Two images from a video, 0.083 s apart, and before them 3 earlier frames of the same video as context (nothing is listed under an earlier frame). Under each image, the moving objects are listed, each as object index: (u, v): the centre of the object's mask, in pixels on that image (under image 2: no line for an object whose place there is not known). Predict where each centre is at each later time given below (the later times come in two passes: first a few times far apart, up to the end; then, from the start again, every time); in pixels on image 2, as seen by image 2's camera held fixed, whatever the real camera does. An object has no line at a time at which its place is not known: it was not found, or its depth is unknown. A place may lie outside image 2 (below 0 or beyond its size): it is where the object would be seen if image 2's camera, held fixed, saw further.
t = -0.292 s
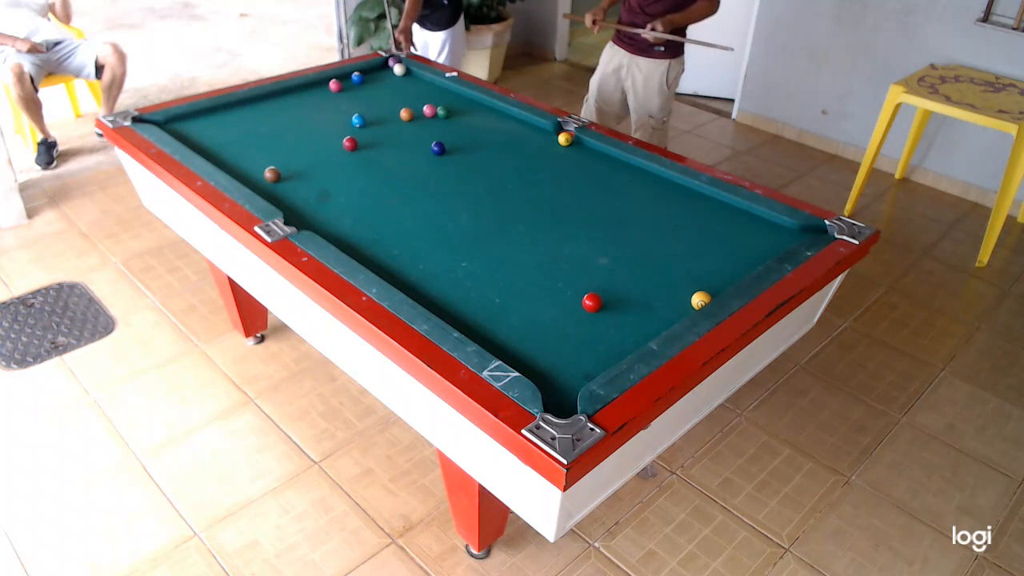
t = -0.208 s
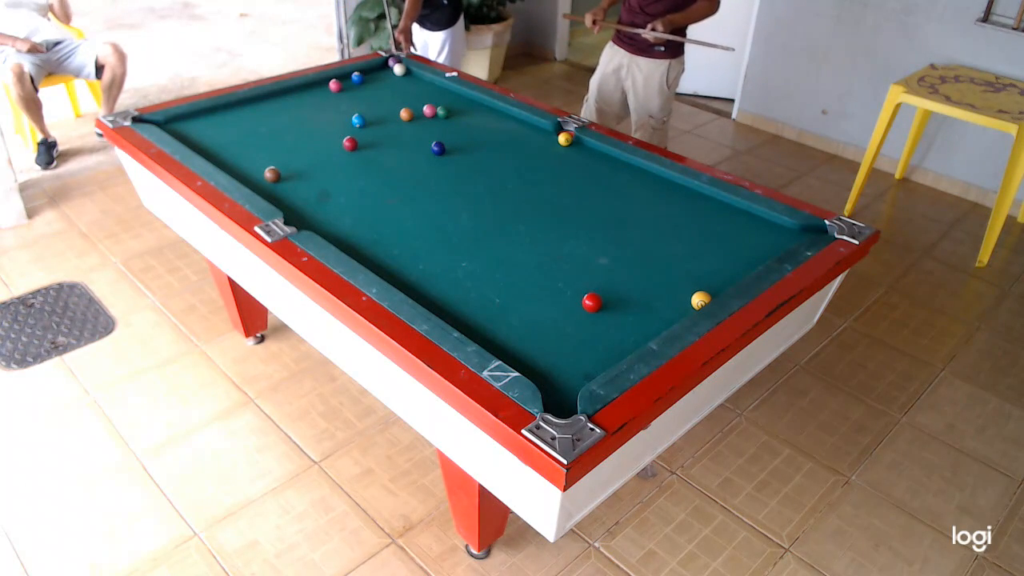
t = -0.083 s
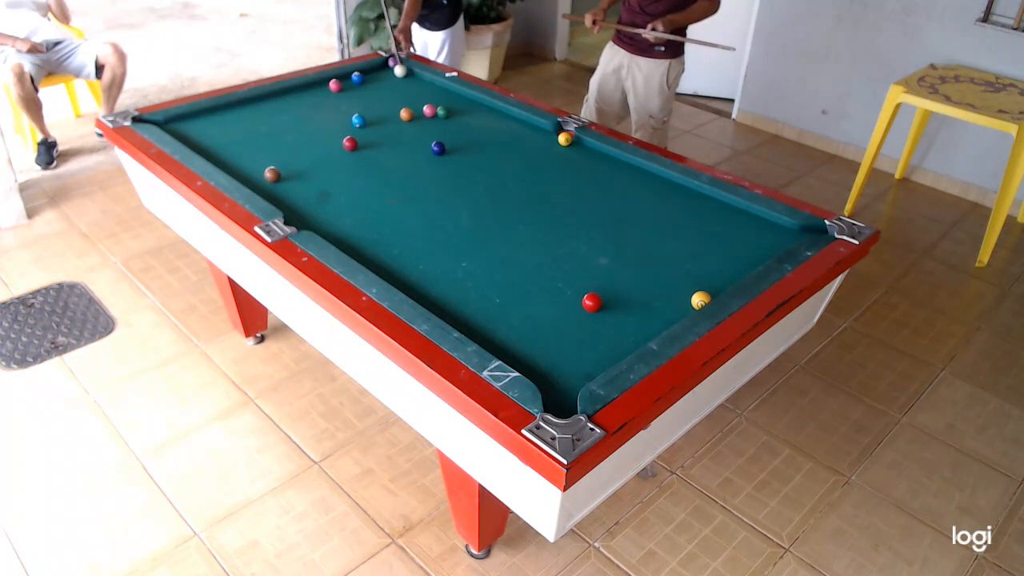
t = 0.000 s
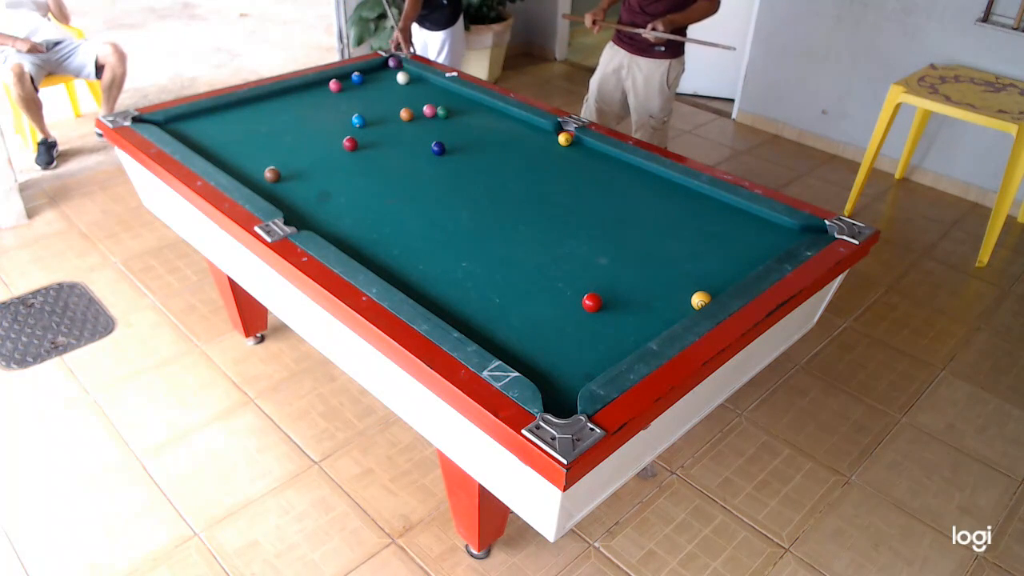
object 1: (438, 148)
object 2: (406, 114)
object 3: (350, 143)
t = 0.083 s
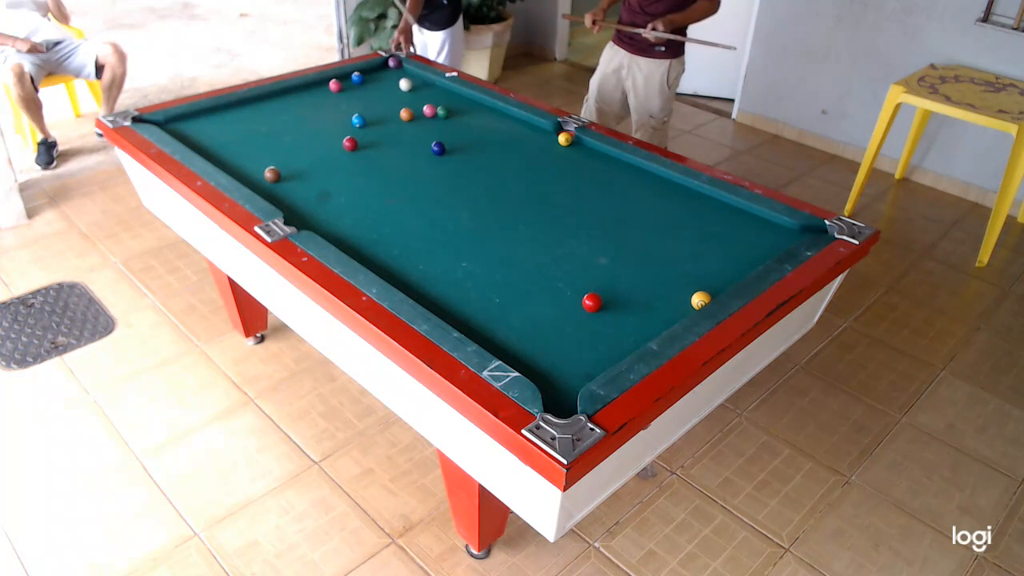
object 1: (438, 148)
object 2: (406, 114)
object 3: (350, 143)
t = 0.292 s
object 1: (438, 148)
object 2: (406, 114)
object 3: (350, 143)
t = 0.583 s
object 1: (438, 148)
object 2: (387, 123)
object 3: (350, 143)
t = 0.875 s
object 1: (438, 148)
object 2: (361, 134)
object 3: (350, 143)
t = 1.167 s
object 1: (443, 159)
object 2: (344, 137)
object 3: (344, 149)
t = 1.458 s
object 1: (448, 171)
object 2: (332, 140)
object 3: (337, 155)
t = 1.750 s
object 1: (453, 184)
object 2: (324, 141)
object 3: (331, 161)
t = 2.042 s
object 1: (457, 194)
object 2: (318, 141)
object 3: (327, 165)
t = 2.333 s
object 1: (462, 204)
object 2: (316, 141)
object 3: (324, 167)
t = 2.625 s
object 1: (466, 213)
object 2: (316, 141)
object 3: (323, 168)
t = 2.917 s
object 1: (470, 220)
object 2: (316, 141)
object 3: (323, 168)
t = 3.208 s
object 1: (474, 225)
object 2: (316, 141)
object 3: (324, 168)
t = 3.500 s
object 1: (476, 229)
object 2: (316, 141)
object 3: (324, 167)
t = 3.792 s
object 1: (477, 230)
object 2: (316, 141)
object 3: (323, 167)
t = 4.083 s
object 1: (476, 230)
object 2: (316, 141)
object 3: (324, 167)
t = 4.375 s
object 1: (476, 230)
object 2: (316, 141)
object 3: (324, 167)
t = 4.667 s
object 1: (476, 230)
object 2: (316, 141)
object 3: (324, 167)
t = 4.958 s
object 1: (476, 230)
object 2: (316, 141)
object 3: (324, 168)
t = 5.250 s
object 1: (476, 230)
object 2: (316, 141)
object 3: (324, 168)
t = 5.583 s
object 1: (476, 230)
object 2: (316, 141)
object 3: (324, 168)
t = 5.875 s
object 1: (476, 230)
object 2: (316, 141)
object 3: (324, 167)
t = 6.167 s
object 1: (476, 230)
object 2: (316, 141)
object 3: (324, 167)
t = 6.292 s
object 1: (476, 230)
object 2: (316, 141)
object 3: (324, 167)
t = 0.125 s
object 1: (438, 148)
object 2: (406, 114)
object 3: (350, 143)
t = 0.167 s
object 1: (438, 148)
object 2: (406, 114)
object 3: (350, 143)
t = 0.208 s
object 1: (438, 148)
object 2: (406, 114)
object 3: (350, 143)
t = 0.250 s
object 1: (438, 148)
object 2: (406, 114)
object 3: (350, 143)
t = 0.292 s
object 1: (438, 148)
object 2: (406, 114)
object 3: (350, 143)
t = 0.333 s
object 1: (438, 148)
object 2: (406, 115)
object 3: (350, 143)
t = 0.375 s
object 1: (438, 148)
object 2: (406, 114)
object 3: (350, 143)
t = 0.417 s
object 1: (438, 148)
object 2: (402, 116)
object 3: (350, 143)
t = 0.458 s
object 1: (438, 148)
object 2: (398, 118)
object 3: (350, 143)
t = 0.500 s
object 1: (438, 148)
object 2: (395, 119)
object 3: (350, 143)
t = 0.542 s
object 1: (438, 148)
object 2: (391, 121)
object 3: (350, 143)
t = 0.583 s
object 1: (438, 148)
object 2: (387, 123)
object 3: (350, 143)
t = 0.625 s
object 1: (438, 148)
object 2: (384, 124)
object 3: (350, 143)
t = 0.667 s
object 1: (438, 148)
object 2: (380, 126)
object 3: (350, 143)
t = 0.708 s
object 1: (438, 148)
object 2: (376, 128)
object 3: (350, 143)
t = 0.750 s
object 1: (438, 148)
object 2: (373, 129)
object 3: (350, 143)
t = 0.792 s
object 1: (438, 148)
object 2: (369, 131)
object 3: (350, 143)
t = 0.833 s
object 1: (438, 148)
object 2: (365, 133)
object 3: (350, 143)
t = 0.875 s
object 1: (438, 148)
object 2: (361, 134)
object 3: (350, 143)
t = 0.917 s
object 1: (438, 148)
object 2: (359, 135)
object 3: (350, 144)
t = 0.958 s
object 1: (439, 149)
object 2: (355, 135)
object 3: (351, 143)
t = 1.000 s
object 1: (440, 151)
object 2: (352, 135)
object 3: (349, 145)
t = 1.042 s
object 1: (441, 153)
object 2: (351, 136)
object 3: (348, 146)
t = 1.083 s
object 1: (441, 155)
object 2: (348, 136)
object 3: (347, 147)
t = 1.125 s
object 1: (442, 157)
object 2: (346, 137)
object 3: (345, 148)
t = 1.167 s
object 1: (443, 159)
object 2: (344, 137)
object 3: (344, 149)
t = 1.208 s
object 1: (443, 161)
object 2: (342, 138)
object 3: (343, 150)
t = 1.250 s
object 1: (444, 162)
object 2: (340, 139)
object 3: (342, 151)
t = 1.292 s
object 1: (445, 164)
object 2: (338, 139)
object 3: (341, 152)
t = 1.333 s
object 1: (446, 166)
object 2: (337, 139)
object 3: (340, 153)
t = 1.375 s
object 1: (447, 168)
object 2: (336, 139)
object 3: (339, 154)
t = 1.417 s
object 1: (447, 169)
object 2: (334, 140)
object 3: (338, 155)
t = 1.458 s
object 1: (448, 171)
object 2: (332, 140)
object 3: (337, 155)
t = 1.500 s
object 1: (449, 173)
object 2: (331, 140)
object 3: (336, 156)
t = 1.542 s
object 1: (450, 175)
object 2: (330, 140)
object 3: (335, 157)
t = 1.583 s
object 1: (450, 177)
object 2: (328, 140)
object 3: (335, 158)
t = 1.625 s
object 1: (451, 178)
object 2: (327, 140)
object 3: (334, 159)
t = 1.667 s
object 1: (451, 180)
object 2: (326, 140)
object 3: (333, 160)
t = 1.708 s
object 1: (452, 182)
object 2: (325, 140)
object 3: (332, 160)
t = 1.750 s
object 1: (453, 184)
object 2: (324, 141)
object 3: (331, 161)
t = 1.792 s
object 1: (454, 185)
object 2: (323, 141)
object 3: (331, 162)
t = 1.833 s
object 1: (454, 187)
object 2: (322, 141)
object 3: (330, 162)
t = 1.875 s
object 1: (455, 188)
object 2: (321, 141)
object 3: (330, 163)
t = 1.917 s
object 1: (456, 190)
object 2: (320, 141)
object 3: (329, 163)
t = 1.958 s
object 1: (456, 191)
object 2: (320, 141)
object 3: (328, 164)
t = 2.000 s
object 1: (457, 193)
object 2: (319, 141)
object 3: (328, 164)
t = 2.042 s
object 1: (457, 194)
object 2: (318, 141)
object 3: (327, 165)
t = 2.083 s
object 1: (458, 196)
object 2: (318, 141)
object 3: (326, 165)
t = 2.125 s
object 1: (459, 197)
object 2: (317, 141)
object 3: (326, 166)
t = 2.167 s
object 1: (459, 199)
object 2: (317, 141)
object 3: (326, 166)
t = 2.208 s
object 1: (460, 200)
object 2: (316, 141)
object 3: (325, 166)
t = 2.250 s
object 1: (461, 201)
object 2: (316, 141)
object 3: (325, 166)
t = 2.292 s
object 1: (461, 203)
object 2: (316, 141)
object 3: (324, 167)
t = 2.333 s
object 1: (462, 204)
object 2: (316, 141)
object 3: (324, 167)
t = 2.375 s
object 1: (463, 206)
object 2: (316, 141)
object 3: (324, 167)
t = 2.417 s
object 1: (463, 207)
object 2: (316, 141)
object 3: (324, 168)
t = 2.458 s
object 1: (464, 208)
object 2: (316, 141)
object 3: (323, 168)
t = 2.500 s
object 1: (464, 210)
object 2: (316, 141)
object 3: (323, 168)
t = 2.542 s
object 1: (465, 211)
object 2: (316, 141)
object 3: (323, 168)
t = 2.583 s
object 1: (466, 212)
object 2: (316, 141)
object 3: (323, 168)
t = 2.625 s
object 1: (466, 213)
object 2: (316, 141)
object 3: (323, 168)
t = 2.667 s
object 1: (467, 214)
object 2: (316, 141)
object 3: (323, 168)
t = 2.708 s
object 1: (468, 215)
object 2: (316, 141)
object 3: (323, 167)
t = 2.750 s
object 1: (468, 216)
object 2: (316, 141)
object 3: (323, 167)
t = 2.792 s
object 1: (469, 217)
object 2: (316, 141)
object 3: (323, 167)
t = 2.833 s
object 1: (469, 218)
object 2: (316, 141)
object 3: (323, 167)
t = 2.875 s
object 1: (470, 219)
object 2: (316, 141)
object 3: (323, 168)
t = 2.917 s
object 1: (470, 220)
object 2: (316, 141)
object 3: (323, 168)
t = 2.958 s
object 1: (471, 221)
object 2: (316, 141)
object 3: (323, 167)
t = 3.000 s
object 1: (471, 222)
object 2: (316, 141)
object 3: (323, 167)
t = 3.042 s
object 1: (472, 223)
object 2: (316, 141)
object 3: (323, 167)
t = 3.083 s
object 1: (472, 223)
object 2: (316, 141)
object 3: (323, 167)
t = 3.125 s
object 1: (473, 224)
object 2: (316, 141)
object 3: (324, 167)
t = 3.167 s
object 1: (473, 225)
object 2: (316, 141)
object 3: (324, 168)
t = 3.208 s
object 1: (474, 225)
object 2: (316, 141)
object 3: (324, 168)
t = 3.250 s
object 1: (474, 226)
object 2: (316, 141)
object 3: (324, 167)
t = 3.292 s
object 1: (474, 226)
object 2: (316, 141)
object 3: (324, 167)
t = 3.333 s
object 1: (475, 227)
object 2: (316, 141)
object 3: (324, 167)
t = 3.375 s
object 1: (475, 227)
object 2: (316, 141)
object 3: (324, 167)
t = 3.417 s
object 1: (476, 228)
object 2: (316, 141)
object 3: (324, 167)
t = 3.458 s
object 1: (476, 228)
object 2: (316, 141)
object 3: (324, 167)
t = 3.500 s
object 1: (476, 229)
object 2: (316, 141)
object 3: (324, 167)
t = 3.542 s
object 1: (476, 229)
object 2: (316, 141)
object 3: (324, 167)
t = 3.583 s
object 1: (476, 229)
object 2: (316, 141)
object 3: (324, 167)
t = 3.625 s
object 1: (476, 229)
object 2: (316, 141)
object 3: (324, 167)
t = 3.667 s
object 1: (477, 229)
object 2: (316, 141)
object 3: (324, 167)
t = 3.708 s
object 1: (477, 230)
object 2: (316, 141)
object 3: (323, 167)
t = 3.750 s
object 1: (477, 230)
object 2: (316, 141)
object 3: (323, 167)
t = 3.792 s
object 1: (477, 230)
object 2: (316, 141)
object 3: (323, 167)
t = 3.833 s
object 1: (476, 230)
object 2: (316, 141)
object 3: (323, 167)
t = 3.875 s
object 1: (476, 230)
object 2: (316, 141)
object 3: (324, 168)
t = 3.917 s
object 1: (476, 230)
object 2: (316, 141)
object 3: (324, 168)
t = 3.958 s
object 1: (476, 230)
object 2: (316, 141)
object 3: (324, 168)
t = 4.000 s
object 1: (476, 230)
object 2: (316, 141)
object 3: (324, 167)
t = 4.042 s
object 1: (476, 230)
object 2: (316, 141)
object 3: (324, 167)
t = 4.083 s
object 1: (476, 230)
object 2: (316, 141)
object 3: (324, 167)
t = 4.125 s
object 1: (476, 230)
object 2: (316, 141)
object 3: (323, 168)
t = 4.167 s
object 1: (476, 230)
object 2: (316, 141)
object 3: (324, 167)
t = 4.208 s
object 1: (476, 230)
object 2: (316, 141)
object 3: (324, 167)
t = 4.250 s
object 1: (476, 230)
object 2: (316, 141)
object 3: (324, 167)
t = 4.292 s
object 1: (476, 230)
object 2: (316, 141)
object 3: (324, 167)
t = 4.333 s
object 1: (476, 230)
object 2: (316, 141)
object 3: (324, 167)
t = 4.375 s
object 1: (476, 230)
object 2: (316, 141)
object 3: (324, 167)
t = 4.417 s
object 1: (476, 230)
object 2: (316, 141)
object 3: (324, 167)
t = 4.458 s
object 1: (476, 230)
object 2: (316, 141)
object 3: (324, 167)
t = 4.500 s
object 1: (476, 230)
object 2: (316, 141)
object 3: (324, 167)
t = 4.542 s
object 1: (476, 230)
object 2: (316, 141)
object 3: (324, 167)
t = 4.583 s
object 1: (476, 230)
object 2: (316, 141)
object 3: (324, 167)
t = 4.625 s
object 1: (476, 230)
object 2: (316, 141)
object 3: (324, 167)
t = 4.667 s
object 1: (476, 230)
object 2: (316, 141)
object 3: (324, 167)
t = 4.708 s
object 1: (476, 230)
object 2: (316, 141)
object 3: (324, 167)
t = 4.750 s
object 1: (476, 230)
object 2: (316, 141)
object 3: (324, 167)
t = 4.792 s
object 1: (476, 230)
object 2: (316, 141)
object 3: (324, 167)
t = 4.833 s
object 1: (476, 230)
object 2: (316, 141)
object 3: (324, 168)
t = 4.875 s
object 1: (476, 230)
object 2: (316, 141)
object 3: (324, 168)
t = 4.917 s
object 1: (476, 230)
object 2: (316, 141)
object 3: (324, 168)
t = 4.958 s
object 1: (476, 230)
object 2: (316, 141)
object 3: (324, 168)
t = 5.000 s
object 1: (476, 230)
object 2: (316, 141)
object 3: (324, 168)
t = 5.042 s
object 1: (476, 230)
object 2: (316, 141)
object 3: (324, 168)
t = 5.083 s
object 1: (476, 230)
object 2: (316, 141)
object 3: (324, 168)
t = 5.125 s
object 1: (476, 230)
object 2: (316, 141)
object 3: (324, 168)
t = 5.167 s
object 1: (476, 230)
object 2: (316, 141)
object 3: (324, 168)
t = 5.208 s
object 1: (476, 230)
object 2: (316, 141)
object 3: (324, 168)
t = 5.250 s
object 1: (476, 230)
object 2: (316, 141)
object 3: (324, 168)
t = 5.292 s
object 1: (476, 230)
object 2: (316, 141)
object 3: (324, 167)
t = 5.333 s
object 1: (476, 230)
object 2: (316, 141)
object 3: (324, 167)
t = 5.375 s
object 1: (476, 230)
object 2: (316, 141)
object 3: (324, 167)
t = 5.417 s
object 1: (476, 230)
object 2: (316, 141)
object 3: (324, 167)
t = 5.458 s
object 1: (476, 230)
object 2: (316, 141)
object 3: (324, 168)
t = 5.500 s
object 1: (476, 230)
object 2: (316, 141)
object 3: (324, 168)
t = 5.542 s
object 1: (476, 230)
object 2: (316, 141)
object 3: (324, 168)
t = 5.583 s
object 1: (476, 230)
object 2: (316, 141)
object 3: (324, 168)
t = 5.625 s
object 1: (476, 230)
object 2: (316, 141)
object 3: (324, 167)
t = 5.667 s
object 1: (476, 230)
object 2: (316, 141)
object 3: (324, 167)
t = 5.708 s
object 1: (476, 230)
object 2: (316, 141)
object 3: (324, 167)
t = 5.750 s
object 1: (476, 230)
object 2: (316, 141)
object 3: (324, 167)
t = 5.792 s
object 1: (476, 230)
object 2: (316, 141)
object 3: (324, 167)
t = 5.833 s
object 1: (476, 230)
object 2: (316, 141)
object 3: (324, 167)
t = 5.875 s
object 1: (476, 230)
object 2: (316, 141)
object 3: (324, 167)
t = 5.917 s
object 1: (476, 230)
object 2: (316, 141)
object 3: (324, 167)
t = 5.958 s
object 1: (476, 230)
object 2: (316, 141)
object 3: (324, 167)
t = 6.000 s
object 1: (476, 230)
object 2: (316, 141)
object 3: (324, 167)
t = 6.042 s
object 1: (476, 230)
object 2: (316, 141)
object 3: (324, 167)
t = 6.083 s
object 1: (476, 230)
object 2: (316, 141)
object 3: (324, 167)
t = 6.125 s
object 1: (476, 230)
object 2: (316, 141)
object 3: (324, 167)
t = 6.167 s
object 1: (476, 230)
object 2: (316, 141)
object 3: (324, 167)
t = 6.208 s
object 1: (476, 230)
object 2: (316, 141)
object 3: (324, 167)
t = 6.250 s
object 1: (476, 230)
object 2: (316, 141)
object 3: (324, 168)
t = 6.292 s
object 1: (476, 230)
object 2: (316, 141)
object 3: (324, 167)
